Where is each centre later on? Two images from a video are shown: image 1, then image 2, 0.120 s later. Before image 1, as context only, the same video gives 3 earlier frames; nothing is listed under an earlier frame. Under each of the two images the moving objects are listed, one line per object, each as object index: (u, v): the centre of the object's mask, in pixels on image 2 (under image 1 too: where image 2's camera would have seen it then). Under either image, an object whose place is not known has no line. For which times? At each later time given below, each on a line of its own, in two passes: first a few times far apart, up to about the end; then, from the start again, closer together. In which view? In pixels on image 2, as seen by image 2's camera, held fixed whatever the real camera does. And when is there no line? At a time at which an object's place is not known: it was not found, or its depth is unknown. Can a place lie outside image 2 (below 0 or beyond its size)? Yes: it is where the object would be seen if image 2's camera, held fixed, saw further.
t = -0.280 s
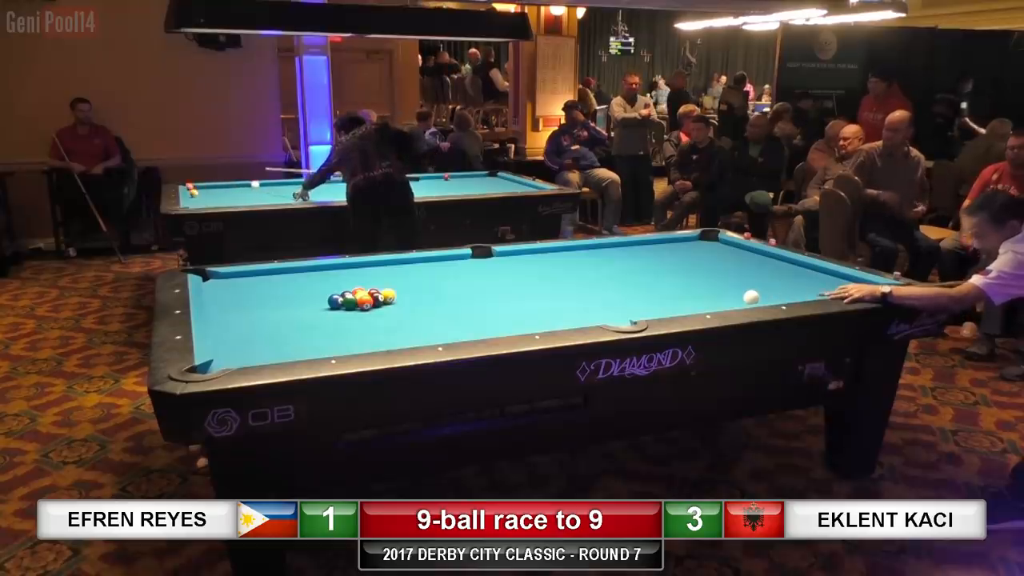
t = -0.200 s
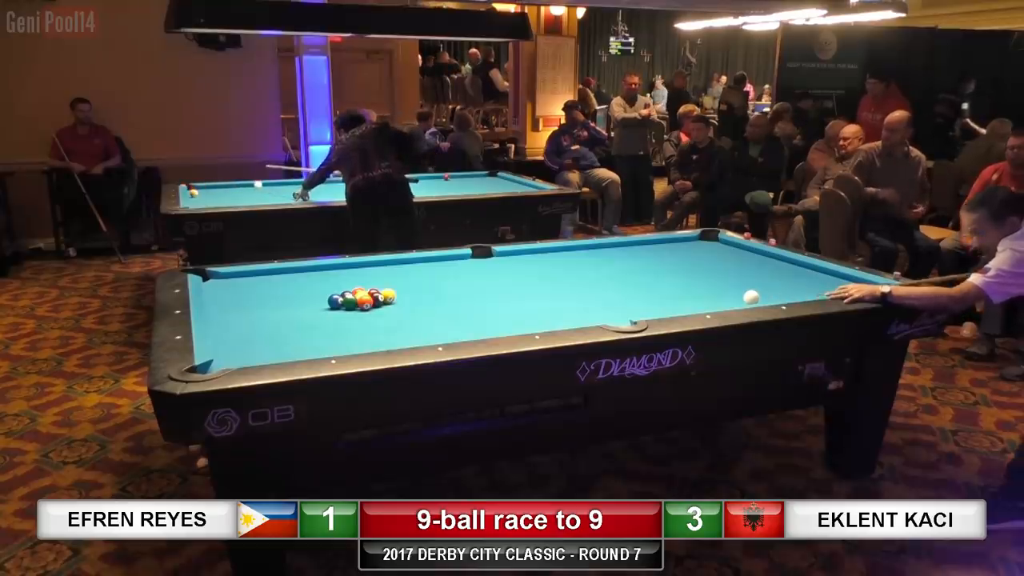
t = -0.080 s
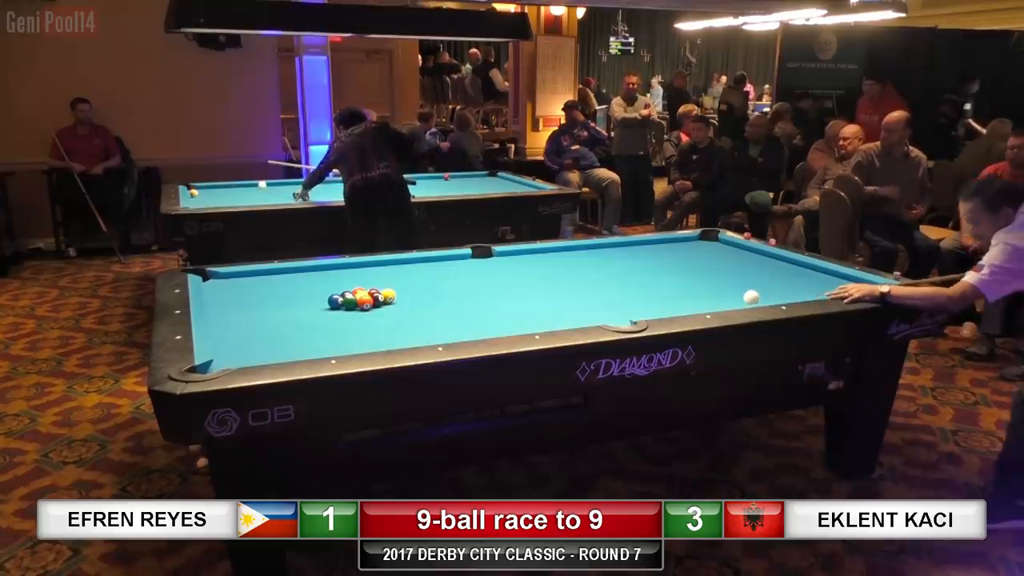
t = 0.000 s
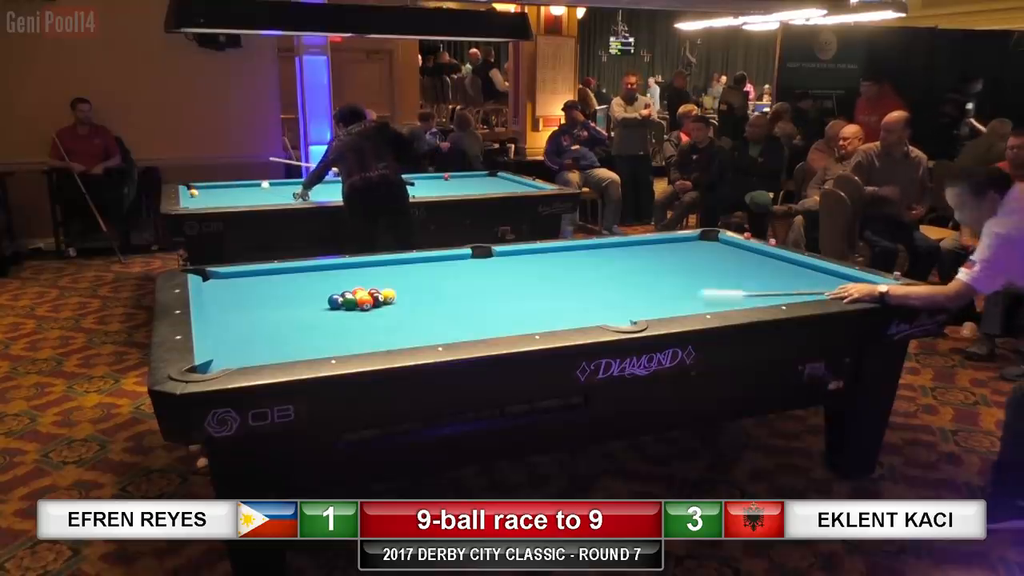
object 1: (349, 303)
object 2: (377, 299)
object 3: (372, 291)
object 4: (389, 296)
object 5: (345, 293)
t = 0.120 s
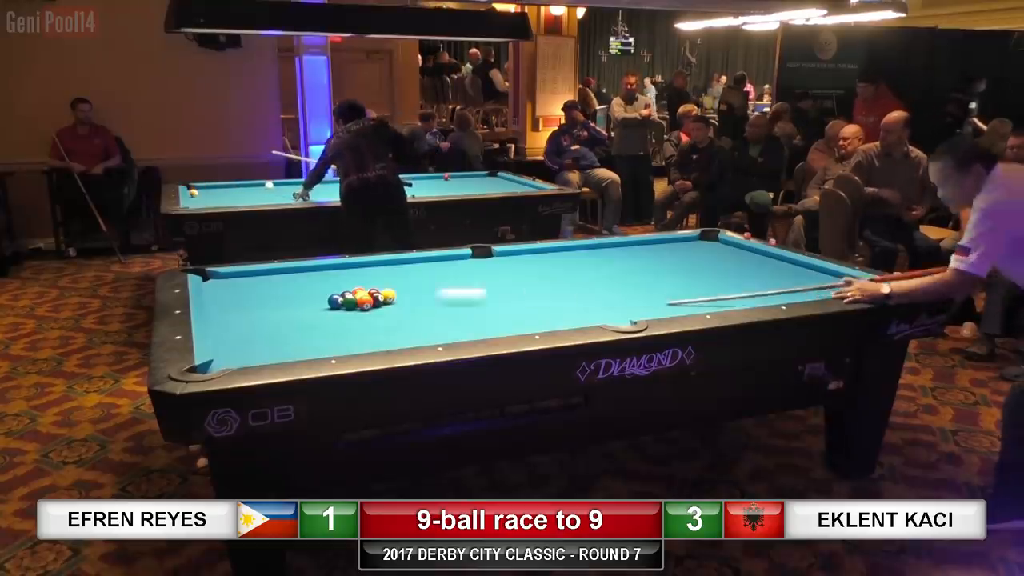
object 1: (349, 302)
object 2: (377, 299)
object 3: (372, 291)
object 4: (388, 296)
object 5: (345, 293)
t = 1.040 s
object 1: (309, 318)
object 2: (423, 309)
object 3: (348, 269)
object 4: (518, 253)
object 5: (243, 303)
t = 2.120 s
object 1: (386, 323)
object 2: (465, 317)
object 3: (408, 287)
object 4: (679, 253)
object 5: (254, 299)
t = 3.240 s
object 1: (442, 326)
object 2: (489, 323)
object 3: (465, 306)
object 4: (764, 263)
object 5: (292, 294)
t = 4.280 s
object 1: (471, 327)
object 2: (493, 323)
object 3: (511, 320)
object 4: (744, 281)
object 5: (305, 292)
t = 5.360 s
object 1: (476, 327)
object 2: (493, 323)
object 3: (537, 325)
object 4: (725, 298)
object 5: (305, 292)
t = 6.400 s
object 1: (476, 327)
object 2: (493, 323)
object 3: (538, 323)
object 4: (703, 305)
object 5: (305, 292)
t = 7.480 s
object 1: (476, 327)
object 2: (493, 323)
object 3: (538, 323)
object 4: (684, 305)
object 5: (305, 292)
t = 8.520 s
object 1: (476, 327)
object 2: (493, 323)
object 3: (538, 323)
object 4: (684, 305)
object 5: (305, 292)
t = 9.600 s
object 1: (476, 327)
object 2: (493, 324)
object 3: (538, 323)
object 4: (684, 305)
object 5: (305, 292)
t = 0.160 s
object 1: (346, 302)
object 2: (378, 300)
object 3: (372, 292)
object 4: (389, 294)
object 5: (345, 293)
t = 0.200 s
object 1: (335, 304)
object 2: (380, 300)
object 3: (369, 292)
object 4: (396, 290)
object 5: (340, 296)
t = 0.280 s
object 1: (313, 308)
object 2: (384, 301)
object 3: (364, 288)
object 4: (409, 285)
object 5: (329, 299)
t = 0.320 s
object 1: (304, 309)
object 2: (386, 302)
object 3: (362, 286)
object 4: (417, 285)
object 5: (324, 299)
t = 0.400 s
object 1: (286, 312)
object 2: (391, 302)
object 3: (358, 283)
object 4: (431, 281)
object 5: (315, 300)
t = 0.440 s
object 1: (276, 313)
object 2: (393, 303)
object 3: (355, 281)
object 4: (437, 279)
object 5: (310, 300)
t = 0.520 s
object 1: (257, 316)
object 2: (397, 304)
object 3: (351, 278)
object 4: (449, 275)
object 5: (301, 300)
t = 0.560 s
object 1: (262, 316)
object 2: (399, 304)
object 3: (350, 276)
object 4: (455, 273)
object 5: (296, 301)
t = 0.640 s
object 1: (274, 316)
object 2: (403, 305)
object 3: (346, 273)
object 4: (467, 269)
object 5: (287, 301)
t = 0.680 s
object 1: (279, 316)
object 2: (405, 305)
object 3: (344, 271)
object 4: (472, 267)
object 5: (283, 301)
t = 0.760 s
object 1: (286, 316)
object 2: (409, 305)
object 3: (340, 269)
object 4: (483, 264)
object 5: (274, 302)
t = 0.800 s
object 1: (290, 317)
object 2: (411, 306)
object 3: (338, 268)
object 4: (489, 262)
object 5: (269, 302)
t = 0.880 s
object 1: (296, 317)
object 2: (415, 307)
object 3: (339, 266)
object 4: (499, 259)
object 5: (260, 302)
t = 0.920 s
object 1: (300, 317)
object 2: (417, 307)
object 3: (342, 267)
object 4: (504, 257)
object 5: (256, 303)
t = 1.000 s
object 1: (306, 318)
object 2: (421, 308)
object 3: (346, 269)
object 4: (513, 255)
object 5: (247, 303)
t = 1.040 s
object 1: (309, 318)
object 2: (423, 309)
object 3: (348, 269)
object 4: (518, 253)
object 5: (243, 303)
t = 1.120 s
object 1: (316, 318)
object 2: (426, 309)
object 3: (353, 270)
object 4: (528, 251)
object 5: (235, 304)
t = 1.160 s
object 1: (319, 318)
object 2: (428, 309)
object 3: (355, 271)
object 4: (534, 251)
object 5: (230, 304)
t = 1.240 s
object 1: (325, 319)
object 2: (431, 311)
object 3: (360, 272)
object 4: (546, 251)
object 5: (222, 304)
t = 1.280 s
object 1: (328, 319)
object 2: (433, 311)
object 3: (362, 273)
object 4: (553, 251)
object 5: (218, 304)
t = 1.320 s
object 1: (331, 319)
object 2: (435, 311)
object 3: (364, 274)
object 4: (558, 251)
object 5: (214, 305)
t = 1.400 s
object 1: (337, 319)
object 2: (438, 312)
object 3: (369, 275)
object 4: (571, 252)
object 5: (217, 304)
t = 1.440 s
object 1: (340, 319)
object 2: (440, 312)
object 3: (371, 276)
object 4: (577, 252)
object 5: (220, 303)
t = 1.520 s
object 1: (346, 320)
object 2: (443, 313)
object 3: (375, 278)
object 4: (590, 252)
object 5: (224, 303)
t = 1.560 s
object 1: (349, 320)
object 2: (445, 313)
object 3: (377, 278)
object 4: (595, 252)
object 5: (227, 303)
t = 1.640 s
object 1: (354, 320)
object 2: (448, 313)
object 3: (382, 279)
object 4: (607, 252)
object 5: (231, 302)
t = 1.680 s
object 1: (357, 321)
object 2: (449, 314)
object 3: (384, 280)
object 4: (614, 252)
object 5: (233, 302)
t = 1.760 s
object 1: (362, 321)
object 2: (453, 315)
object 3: (388, 282)
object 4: (626, 252)
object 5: (237, 301)
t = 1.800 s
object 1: (365, 321)
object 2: (454, 315)
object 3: (390, 282)
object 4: (632, 253)
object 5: (240, 301)
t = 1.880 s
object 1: (371, 321)
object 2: (457, 316)
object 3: (395, 283)
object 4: (644, 253)
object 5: (243, 300)
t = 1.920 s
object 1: (373, 322)
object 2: (458, 316)
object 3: (397, 284)
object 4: (649, 253)
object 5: (245, 300)
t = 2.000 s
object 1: (378, 322)
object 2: (461, 316)
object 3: (402, 285)
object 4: (662, 253)
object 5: (249, 300)
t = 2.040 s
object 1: (381, 322)
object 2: (462, 317)
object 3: (404, 286)
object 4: (667, 253)
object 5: (251, 299)
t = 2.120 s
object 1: (386, 323)
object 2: (465, 317)
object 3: (408, 287)
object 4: (679, 253)
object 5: (254, 299)
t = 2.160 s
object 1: (388, 323)
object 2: (466, 317)
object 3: (410, 288)
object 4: (684, 253)
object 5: (256, 299)
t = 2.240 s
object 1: (393, 323)
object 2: (468, 318)
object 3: (414, 289)
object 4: (696, 254)
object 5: (260, 298)
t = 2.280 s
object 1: (395, 323)
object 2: (469, 318)
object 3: (416, 290)
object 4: (701, 254)
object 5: (261, 297)
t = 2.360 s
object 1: (400, 323)
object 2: (471, 319)
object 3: (421, 291)
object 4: (713, 254)
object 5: (264, 297)
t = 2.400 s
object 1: (402, 323)
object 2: (472, 319)
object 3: (423, 292)
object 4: (718, 254)
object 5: (266, 297)
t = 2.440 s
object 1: (404, 323)
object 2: (473, 319)
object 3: (425, 293)
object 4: (724, 254)
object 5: (268, 297)
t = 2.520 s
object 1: (409, 324)
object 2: (475, 320)
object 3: (429, 294)
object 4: (735, 254)
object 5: (271, 297)
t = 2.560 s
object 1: (411, 324)
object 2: (476, 320)
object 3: (431, 295)
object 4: (740, 255)
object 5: (272, 296)
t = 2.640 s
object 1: (415, 324)
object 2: (478, 320)
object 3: (435, 296)
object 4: (752, 255)
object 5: (275, 296)
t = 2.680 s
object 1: (417, 324)
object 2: (479, 321)
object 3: (437, 297)
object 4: (757, 255)
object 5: (276, 296)
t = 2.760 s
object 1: (421, 324)
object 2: (481, 321)
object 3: (441, 298)
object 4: (768, 255)
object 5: (279, 295)
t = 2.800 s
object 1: (423, 324)
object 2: (482, 321)
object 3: (443, 299)
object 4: (772, 255)
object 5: (280, 295)
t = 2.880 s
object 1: (427, 325)
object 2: (483, 321)
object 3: (447, 300)
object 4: (770, 256)
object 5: (283, 295)
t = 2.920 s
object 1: (429, 325)
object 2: (484, 322)
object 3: (449, 301)
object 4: (770, 257)
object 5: (284, 295)
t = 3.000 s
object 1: (432, 325)
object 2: (485, 322)
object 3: (453, 302)
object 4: (768, 259)
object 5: (286, 295)
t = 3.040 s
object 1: (434, 325)
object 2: (486, 322)
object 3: (455, 303)
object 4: (767, 259)
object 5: (287, 295)
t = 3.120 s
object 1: (437, 325)
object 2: (487, 322)
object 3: (459, 304)
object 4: (766, 261)
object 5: (289, 294)
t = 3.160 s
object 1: (439, 325)
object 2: (488, 322)
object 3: (461, 304)
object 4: (765, 261)
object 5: (291, 294)
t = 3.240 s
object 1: (442, 326)
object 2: (489, 323)
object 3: (465, 306)
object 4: (764, 263)
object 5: (292, 294)
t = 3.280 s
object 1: (443, 326)
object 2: (489, 323)
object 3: (466, 306)
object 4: (763, 263)
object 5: (293, 294)
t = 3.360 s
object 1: (446, 326)
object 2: (490, 323)
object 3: (470, 307)
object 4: (761, 265)
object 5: (295, 293)
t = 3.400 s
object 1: (448, 326)
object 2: (490, 323)
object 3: (472, 308)
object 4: (760, 265)
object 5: (296, 293)
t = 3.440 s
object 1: (449, 326)
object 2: (491, 323)
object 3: (474, 309)
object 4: (759, 266)
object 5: (296, 293)
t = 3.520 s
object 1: (452, 326)
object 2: (491, 323)
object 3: (478, 309)
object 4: (758, 268)
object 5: (298, 293)
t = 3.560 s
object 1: (453, 326)
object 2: (492, 323)
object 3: (479, 310)
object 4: (757, 268)
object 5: (298, 293)
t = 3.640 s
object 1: (456, 326)
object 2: (492, 324)
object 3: (483, 311)
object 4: (755, 270)
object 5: (300, 293)
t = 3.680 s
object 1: (457, 327)
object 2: (493, 324)
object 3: (485, 312)
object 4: (754, 271)
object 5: (300, 293)
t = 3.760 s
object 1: (459, 327)
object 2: (493, 324)
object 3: (488, 311)
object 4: (753, 272)
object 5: (301, 293)
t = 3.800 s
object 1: (460, 327)
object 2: (493, 324)
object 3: (490, 311)
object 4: (752, 273)
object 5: (302, 293)
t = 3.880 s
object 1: (462, 326)
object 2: (493, 324)
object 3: (494, 312)
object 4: (751, 274)
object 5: (303, 292)
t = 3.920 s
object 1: (463, 326)
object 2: (493, 324)
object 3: (496, 312)
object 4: (750, 275)
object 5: (303, 292)
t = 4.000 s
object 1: (465, 326)
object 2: (493, 323)
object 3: (501, 314)
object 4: (749, 276)
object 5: (304, 292)
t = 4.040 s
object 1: (466, 326)
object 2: (493, 323)
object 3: (502, 315)
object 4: (748, 277)
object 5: (304, 292)
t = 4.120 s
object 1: (468, 326)
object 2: (493, 324)
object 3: (505, 318)
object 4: (746, 278)
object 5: (305, 292)
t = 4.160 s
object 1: (468, 327)
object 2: (493, 324)
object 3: (506, 318)
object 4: (746, 279)
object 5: (305, 292)
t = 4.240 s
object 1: (470, 327)
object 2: (493, 323)
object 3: (509, 320)
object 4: (744, 280)
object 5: (305, 292)
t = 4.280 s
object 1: (471, 327)
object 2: (493, 323)
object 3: (511, 320)
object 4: (744, 281)
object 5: (305, 292)
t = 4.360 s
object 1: (472, 327)
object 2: (493, 323)
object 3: (513, 321)
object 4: (742, 282)
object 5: (305, 292)
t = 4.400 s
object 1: (472, 327)
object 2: (493, 323)
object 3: (515, 322)
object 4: (742, 283)
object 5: (305, 292)
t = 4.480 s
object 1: (473, 327)
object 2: (493, 323)
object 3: (518, 322)
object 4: (740, 284)
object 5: (305, 292)
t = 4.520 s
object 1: (474, 327)
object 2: (493, 323)
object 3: (519, 322)
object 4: (739, 285)
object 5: (305, 292)
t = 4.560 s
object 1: (474, 327)
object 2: (493, 323)
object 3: (521, 322)
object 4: (739, 286)
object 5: (305, 292)
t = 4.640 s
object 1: (475, 327)
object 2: (493, 323)
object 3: (523, 323)
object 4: (737, 287)
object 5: (305, 292)
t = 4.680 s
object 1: (475, 327)
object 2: (493, 323)
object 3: (524, 323)
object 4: (736, 288)
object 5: (305, 292)
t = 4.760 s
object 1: (476, 327)
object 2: (493, 323)
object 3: (527, 324)
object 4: (735, 289)
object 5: (305, 292)
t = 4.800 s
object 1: (476, 327)
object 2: (493, 324)
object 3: (528, 324)
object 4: (734, 290)
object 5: (305, 292)
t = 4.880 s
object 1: (476, 327)
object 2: (493, 323)
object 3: (531, 324)
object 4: (733, 291)
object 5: (305, 292)
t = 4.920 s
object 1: (476, 327)
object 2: (493, 323)
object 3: (532, 324)
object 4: (733, 292)
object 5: (305, 292)
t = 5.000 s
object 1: (476, 327)
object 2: (493, 323)
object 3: (534, 325)
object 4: (731, 293)
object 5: (305, 292)
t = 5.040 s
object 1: (476, 327)
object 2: (493, 323)
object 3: (535, 325)
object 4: (730, 293)
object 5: (305, 292)
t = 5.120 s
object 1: (476, 327)
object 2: (493, 323)
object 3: (537, 325)
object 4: (729, 295)
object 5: (305, 292)
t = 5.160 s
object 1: (476, 327)
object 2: (493, 323)
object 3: (537, 325)
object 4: (728, 295)
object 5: (305, 292)
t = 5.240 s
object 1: (476, 327)
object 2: (493, 323)
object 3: (537, 325)
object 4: (727, 297)
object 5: (305, 292)
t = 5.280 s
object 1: (476, 327)
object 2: (493, 323)
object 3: (537, 325)
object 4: (726, 297)
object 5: (305, 292)
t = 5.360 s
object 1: (476, 327)
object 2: (493, 323)
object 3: (537, 325)
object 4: (725, 298)
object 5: (305, 292)
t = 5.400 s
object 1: (476, 327)
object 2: (493, 323)
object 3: (537, 324)
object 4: (724, 299)
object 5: (305, 292)
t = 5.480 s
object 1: (476, 327)
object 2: (493, 323)
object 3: (537, 324)
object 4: (723, 300)
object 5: (305, 292)
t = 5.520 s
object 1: (476, 327)
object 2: (493, 323)
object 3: (538, 324)
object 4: (722, 300)
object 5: (305, 292)
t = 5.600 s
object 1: (476, 327)
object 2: (493, 323)
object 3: (537, 324)
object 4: (721, 301)
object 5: (305, 292)
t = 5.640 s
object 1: (476, 327)
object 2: (493, 323)
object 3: (537, 324)
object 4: (720, 301)
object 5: (305, 292)
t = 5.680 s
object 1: (476, 327)
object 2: (493, 323)
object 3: (538, 323)
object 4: (720, 302)
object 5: (305, 292)
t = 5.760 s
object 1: (476, 327)
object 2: (493, 323)
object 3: (538, 323)
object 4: (719, 302)
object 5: (305, 292)
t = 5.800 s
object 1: (476, 327)
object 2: (493, 323)
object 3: (538, 323)
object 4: (718, 303)
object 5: (305, 292)
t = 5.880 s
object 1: (476, 327)
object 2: (493, 323)
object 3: (538, 323)
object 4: (717, 303)
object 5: (305, 292)
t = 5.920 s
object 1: (476, 327)
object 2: (493, 323)
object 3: (538, 323)
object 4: (716, 303)
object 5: (305, 292)
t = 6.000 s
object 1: (476, 327)
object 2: (493, 323)
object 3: (538, 323)
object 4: (715, 304)
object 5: (305, 292)
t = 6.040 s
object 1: (476, 327)
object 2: (493, 323)
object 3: (538, 323)
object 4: (714, 304)
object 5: (305, 292)
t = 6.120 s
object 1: (476, 327)
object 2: (493, 323)
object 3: (538, 323)
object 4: (711, 305)
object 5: (305, 292)
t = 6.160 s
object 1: (476, 327)
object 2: (493, 323)
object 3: (538, 323)
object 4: (710, 305)
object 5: (305, 292)
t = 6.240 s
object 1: (476, 327)
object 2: (493, 323)
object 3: (538, 323)
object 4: (708, 305)
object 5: (305, 292)
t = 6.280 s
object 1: (476, 327)
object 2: (493, 323)
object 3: (538, 323)
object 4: (706, 305)
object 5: (305, 292)
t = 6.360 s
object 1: (476, 327)
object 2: (493, 323)
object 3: (538, 323)
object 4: (704, 305)
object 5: (305, 292)
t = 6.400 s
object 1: (476, 327)
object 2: (493, 323)
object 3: (538, 323)
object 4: (703, 305)
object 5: (305, 292)
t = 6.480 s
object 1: (476, 327)
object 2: (493, 323)
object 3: (538, 323)
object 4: (701, 305)
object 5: (305, 292)
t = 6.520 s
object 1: (476, 327)
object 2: (493, 323)
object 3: (538, 323)
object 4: (699, 305)
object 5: (305, 292)
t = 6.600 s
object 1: (476, 327)
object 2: (493, 323)
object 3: (538, 323)
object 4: (697, 305)
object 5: (305, 292)
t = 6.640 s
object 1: (476, 327)
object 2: (493, 323)
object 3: (538, 323)
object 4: (697, 305)
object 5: (305, 292)
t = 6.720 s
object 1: (476, 327)
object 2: (493, 323)
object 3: (538, 323)
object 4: (695, 305)
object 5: (305, 292)
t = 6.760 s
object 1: (476, 327)
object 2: (493, 323)
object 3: (538, 323)
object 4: (694, 305)
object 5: (305, 292)
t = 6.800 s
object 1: (476, 327)
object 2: (493, 323)
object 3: (538, 323)
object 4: (693, 305)
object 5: (305, 292)
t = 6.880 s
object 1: (476, 327)
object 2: (493, 323)
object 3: (538, 323)
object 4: (691, 305)
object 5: (305, 292)
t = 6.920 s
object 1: (476, 327)
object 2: (493, 323)
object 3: (538, 323)
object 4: (691, 305)
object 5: (305, 292)
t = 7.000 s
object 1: (476, 327)
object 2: (493, 323)
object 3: (538, 323)
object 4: (690, 305)
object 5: (305, 292)
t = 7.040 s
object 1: (476, 327)
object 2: (493, 323)
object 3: (538, 323)
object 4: (689, 305)
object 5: (305, 292)
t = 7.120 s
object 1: (476, 327)
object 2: (493, 323)
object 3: (538, 323)
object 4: (688, 305)
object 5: (305, 292)
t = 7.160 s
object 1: (476, 327)
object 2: (493, 323)
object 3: (538, 323)
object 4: (687, 305)
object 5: (305, 292)
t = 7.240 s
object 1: (476, 327)
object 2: (493, 323)
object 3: (538, 323)
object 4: (686, 305)
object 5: (305, 292)
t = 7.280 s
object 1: (476, 327)
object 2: (493, 323)
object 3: (538, 323)
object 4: (686, 305)
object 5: (305, 292)
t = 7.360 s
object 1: (476, 327)
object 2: (493, 323)
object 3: (538, 323)
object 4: (685, 305)
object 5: (305, 292)
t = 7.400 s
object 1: (476, 327)
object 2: (493, 323)
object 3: (538, 323)
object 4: (685, 305)
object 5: (305, 292)
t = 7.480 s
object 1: (476, 327)
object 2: (493, 323)
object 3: (538, 323)
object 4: (684, 305)
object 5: (305, 292)
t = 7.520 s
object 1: (476, 327)
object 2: (493, 323)
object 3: (538, 323)
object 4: (684, 305)
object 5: (305, 292)
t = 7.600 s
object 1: (476, 327)
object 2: (493, 323)
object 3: (538, 323)
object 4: (684, 305)
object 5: (305, 292)
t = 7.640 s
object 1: (476, 327)
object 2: (493, 323)
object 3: (538, 323)
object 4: (684, 305)
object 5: (305, 292)
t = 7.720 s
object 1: (476, 327)
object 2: (493, 323)
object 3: (538, 323)
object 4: (684, 305)
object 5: (305, 292)
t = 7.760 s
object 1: (476, 327)
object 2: (493, 323)
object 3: (538, 323)
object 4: (684, 305)
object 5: (305, 292)
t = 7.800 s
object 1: (476, 327)
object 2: (493, 323)
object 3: (538, 323)
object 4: (684, 305)
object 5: (305, 292)
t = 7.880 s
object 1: (476, 327)
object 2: (493, 323)
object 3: (538, 323)
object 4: (684, 305)
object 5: (305, 292)
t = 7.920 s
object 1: (476, 327)
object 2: (493, 323)
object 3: (538, 323)
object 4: (684, 305)
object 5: (305, 292)
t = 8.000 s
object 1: (476, 327)
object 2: (493, 323)
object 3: (538, 323)
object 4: (684, 305)
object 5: (305, 292)
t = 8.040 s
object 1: (476, 327)
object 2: (493, 323)
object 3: (538, 323)
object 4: (684, 305)
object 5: (305, 292)
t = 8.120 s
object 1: (476, 327)
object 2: (493, 323)
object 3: (538, 323)
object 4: (684, 305)
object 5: (305, 292)
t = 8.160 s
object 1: (476, 327)
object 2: (493, 323)
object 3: (538, 323)
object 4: (684, 305)
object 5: (305, 292)
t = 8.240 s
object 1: (476, 327)
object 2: (493, 323)
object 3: (538, 323)
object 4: (684, 305)
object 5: (305, 292)
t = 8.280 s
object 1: (476, 327)
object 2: (493, 323)
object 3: (538, 323)
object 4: (684, 305)
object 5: (305, 292)
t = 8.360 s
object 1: (476, 327)
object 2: (493, 323)
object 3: (538, 323)
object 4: (684, 305)
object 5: (305, 292)
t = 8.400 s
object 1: (476, 327)
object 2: (493, 323)
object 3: (538, 323)
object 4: (684, 305)
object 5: (305, 292)
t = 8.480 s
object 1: (476, 327)
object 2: (493, 323)
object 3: (538, 323)
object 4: (684, 305)
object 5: (305, 292)
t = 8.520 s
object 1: (476, 327)
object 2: (493, 323)
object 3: (538, 323)
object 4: (684, 305)
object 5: (305, 292)
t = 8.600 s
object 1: (476, 327)
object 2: (493, 323)
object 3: (538, 323)
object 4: (684, 305)
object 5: (305, 292)
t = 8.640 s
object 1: (476, 327)
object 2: (493, 323)
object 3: (538, 323)
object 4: (684, 305)
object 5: (305, 292)
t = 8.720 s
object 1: (476, 327)
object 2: (493, 323)
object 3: (538, 323)
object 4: (684, 305)
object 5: (305, 292)
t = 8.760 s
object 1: (476, 327)
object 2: (493, 323)
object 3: (538, 323)
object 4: (684, 305)
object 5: (305, 292)
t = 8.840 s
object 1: (476, 327)
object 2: (493, 323)
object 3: (538, 323)
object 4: (684, 305)
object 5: (305, 292)
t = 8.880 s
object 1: (476, 327)
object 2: (493, 323)
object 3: (538, 323)
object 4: (684, 305)
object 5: (305, 292)
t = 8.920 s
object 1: (476, 327)
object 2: (493, 323)
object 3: (538, 323)
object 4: (684, 305)
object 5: (305, 292)
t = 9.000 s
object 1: (476, 327)
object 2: (493, 324)
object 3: (538, 323)
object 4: (684, 305)
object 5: (305, 292)
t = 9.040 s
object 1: (476, 327)
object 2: (493, 323)
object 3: (538, 323)
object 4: (684, 305)
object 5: (305, 292)
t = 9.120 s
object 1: (476, 327)
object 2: (493, 324)
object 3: (538, 323)
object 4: (684, 305)
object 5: (305, 292)
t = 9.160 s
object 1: (476, 327)
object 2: (493, 323)
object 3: (538, 323)
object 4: (684, 305)
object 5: (305, 292)
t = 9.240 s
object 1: (476, 327)
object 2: (493, 324)
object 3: (538, 323)
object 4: (684, 305)
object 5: (305, 292)
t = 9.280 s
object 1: (476, 327)
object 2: (493, 324)
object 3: (538, 323)
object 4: (684, 305)
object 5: (305, 292)
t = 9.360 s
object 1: (476, 327)
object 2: (493, 324)
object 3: (538, 323)
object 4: (684, 305)
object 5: (305, 292)
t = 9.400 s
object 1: (476, 327)
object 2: (493, 323)
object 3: (538, 323)
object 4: (684, 305)
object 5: (305, 292)
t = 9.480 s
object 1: (476, 327)
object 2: (493, 324)
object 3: (538, 323)
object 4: (684, 305)
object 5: (305, 292)
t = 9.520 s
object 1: (476, 327)
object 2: (493, 324)
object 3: (538, 323)
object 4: (684, 305)
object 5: (305, 292)
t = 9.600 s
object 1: (476, 327)
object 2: (493, 324)
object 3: (538, 323)
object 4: (684, 305)
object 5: (305, 292)
